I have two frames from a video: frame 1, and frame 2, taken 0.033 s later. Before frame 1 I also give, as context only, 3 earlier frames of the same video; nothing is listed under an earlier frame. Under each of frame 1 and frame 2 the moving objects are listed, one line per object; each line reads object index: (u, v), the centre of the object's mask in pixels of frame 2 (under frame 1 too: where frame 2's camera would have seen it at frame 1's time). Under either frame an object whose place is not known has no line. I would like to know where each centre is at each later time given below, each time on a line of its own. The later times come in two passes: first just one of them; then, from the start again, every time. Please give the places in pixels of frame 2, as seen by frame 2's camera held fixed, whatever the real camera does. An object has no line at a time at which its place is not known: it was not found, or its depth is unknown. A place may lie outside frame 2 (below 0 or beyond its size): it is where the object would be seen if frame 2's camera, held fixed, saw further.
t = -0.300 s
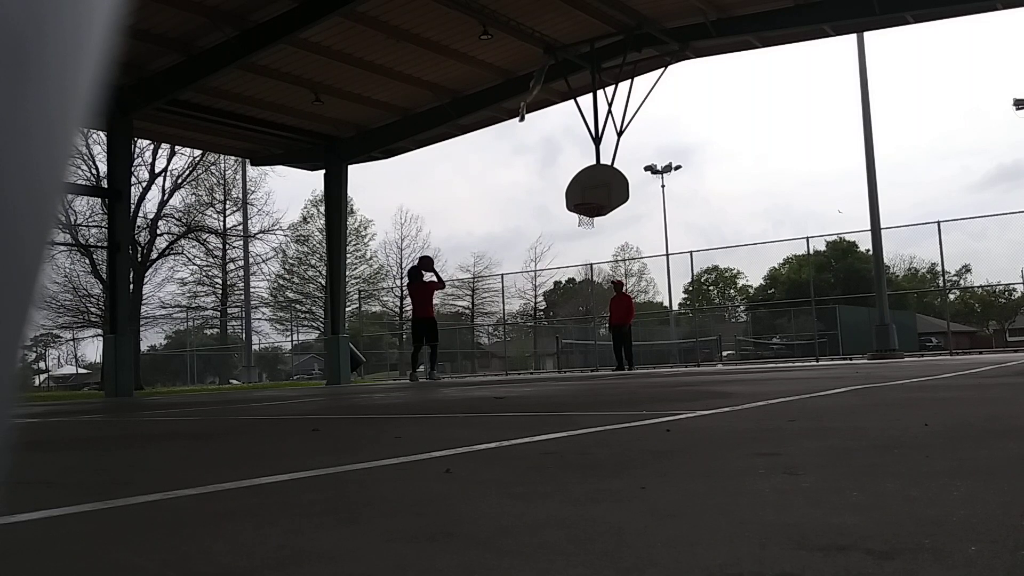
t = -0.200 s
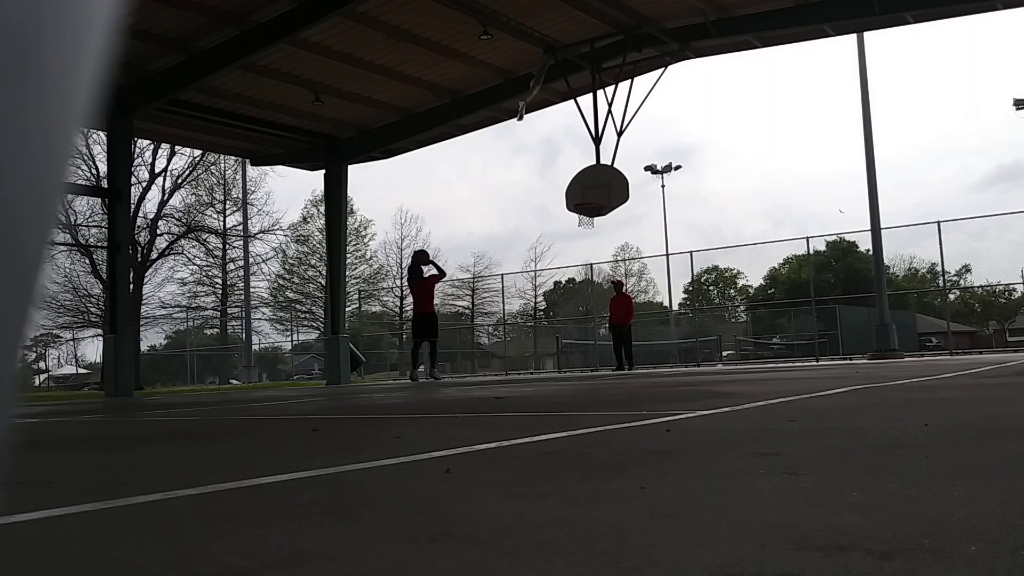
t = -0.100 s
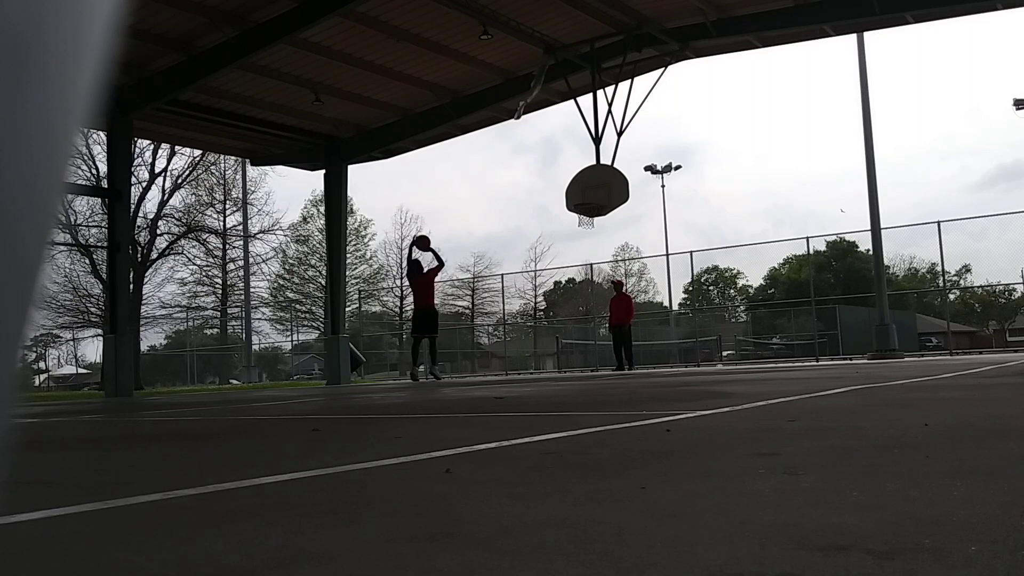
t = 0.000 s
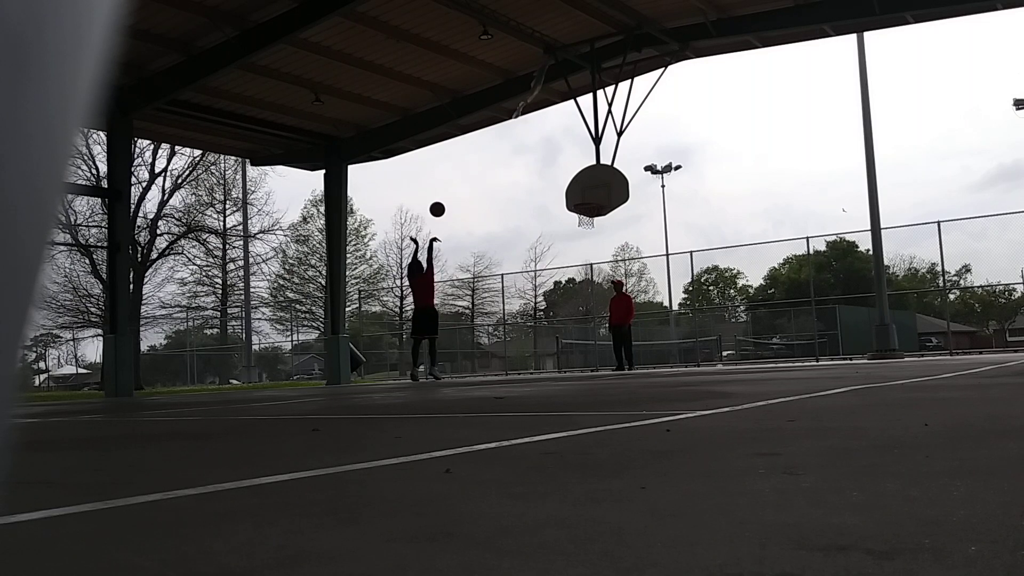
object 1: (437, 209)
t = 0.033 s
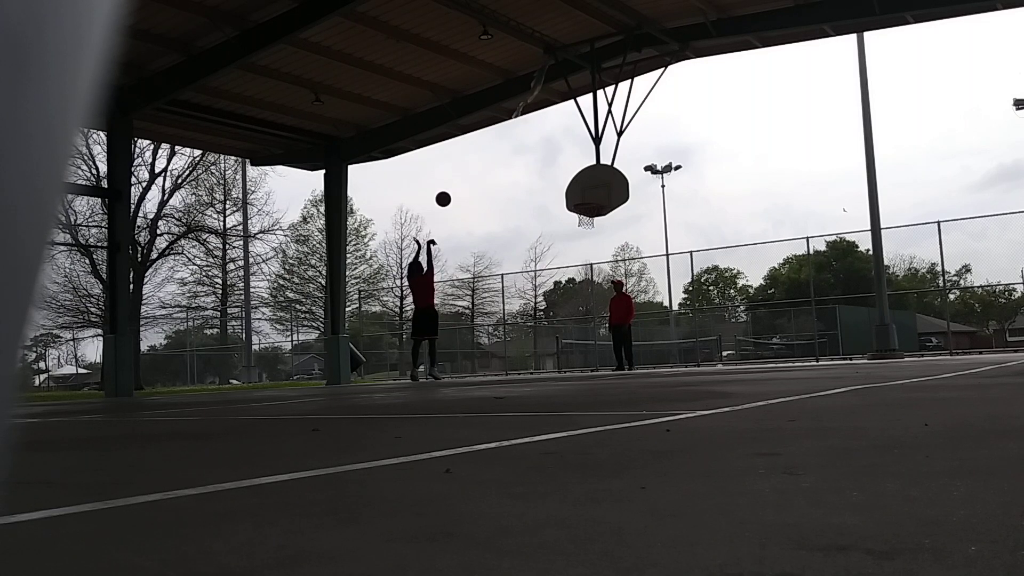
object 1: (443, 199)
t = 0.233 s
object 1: (477, 154)
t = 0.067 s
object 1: (449, 190)
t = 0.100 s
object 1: (455, 181)
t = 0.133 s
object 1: (460, 173)
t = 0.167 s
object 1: (466, 166)
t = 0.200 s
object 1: (472, 160)
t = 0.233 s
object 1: (477, 154)
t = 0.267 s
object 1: (483, 150)
